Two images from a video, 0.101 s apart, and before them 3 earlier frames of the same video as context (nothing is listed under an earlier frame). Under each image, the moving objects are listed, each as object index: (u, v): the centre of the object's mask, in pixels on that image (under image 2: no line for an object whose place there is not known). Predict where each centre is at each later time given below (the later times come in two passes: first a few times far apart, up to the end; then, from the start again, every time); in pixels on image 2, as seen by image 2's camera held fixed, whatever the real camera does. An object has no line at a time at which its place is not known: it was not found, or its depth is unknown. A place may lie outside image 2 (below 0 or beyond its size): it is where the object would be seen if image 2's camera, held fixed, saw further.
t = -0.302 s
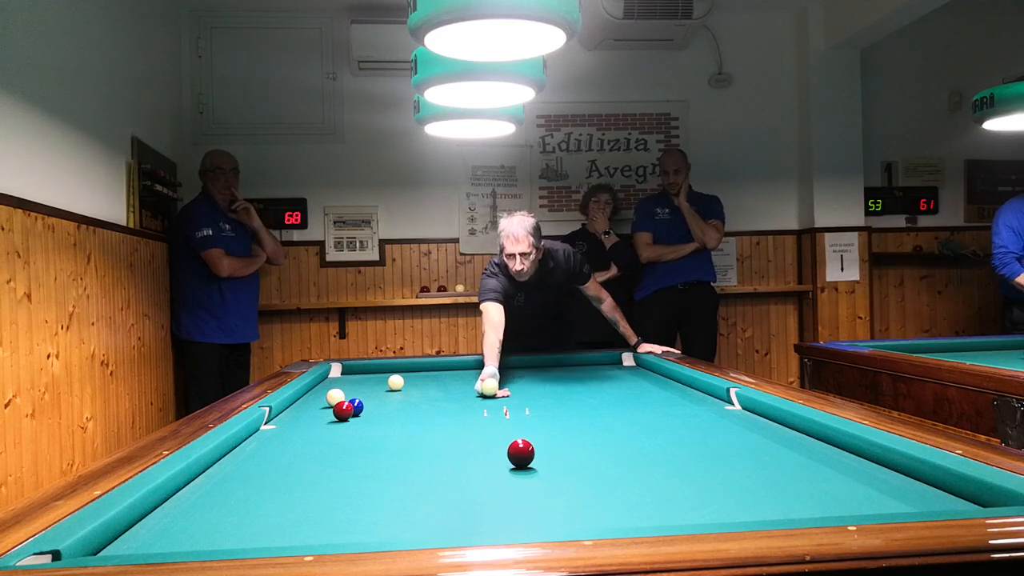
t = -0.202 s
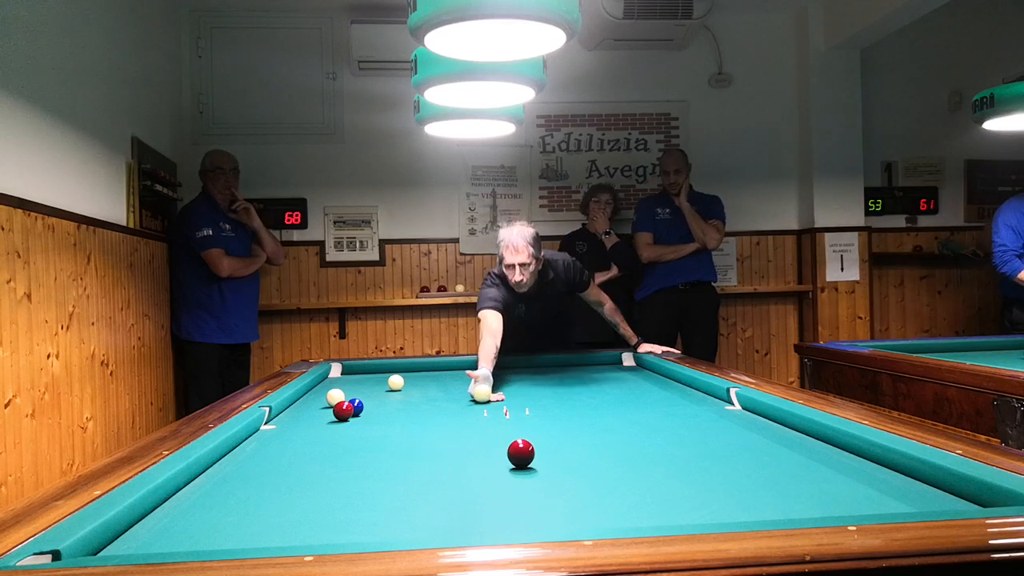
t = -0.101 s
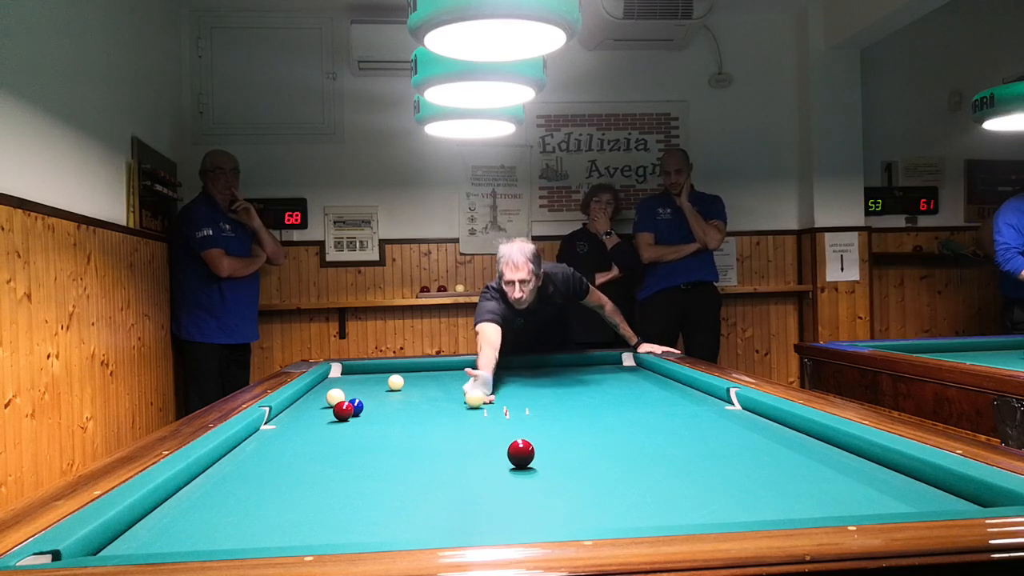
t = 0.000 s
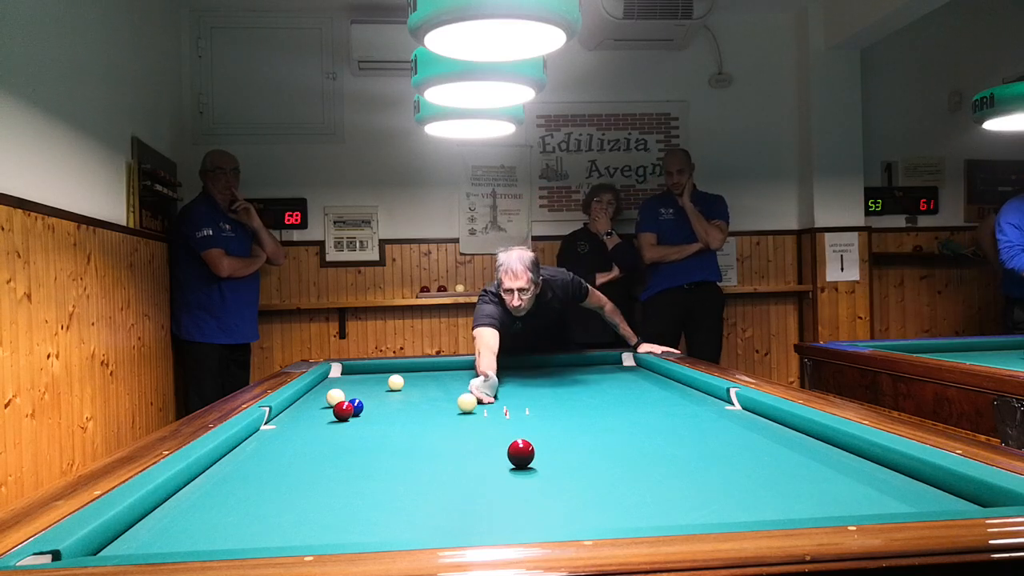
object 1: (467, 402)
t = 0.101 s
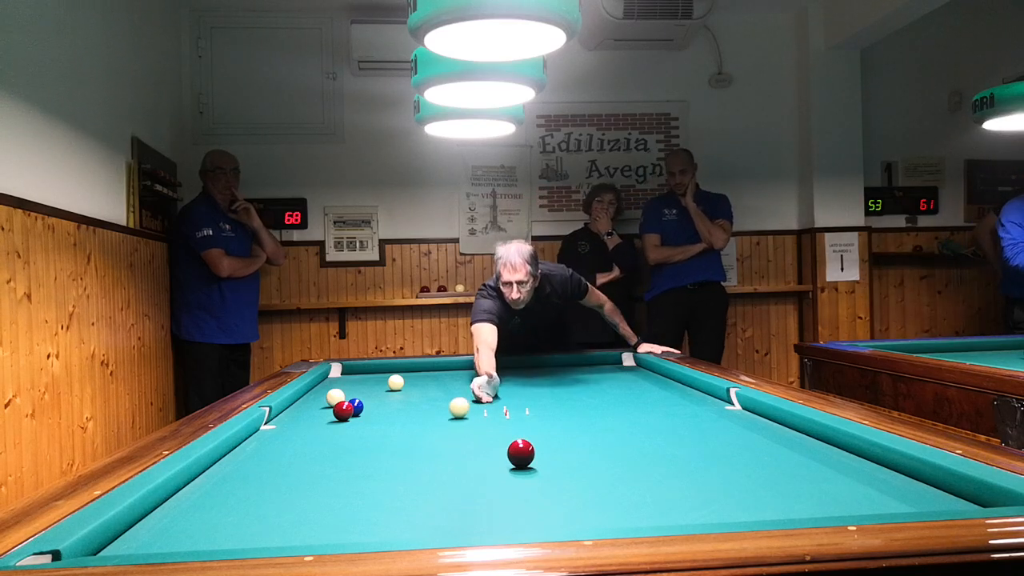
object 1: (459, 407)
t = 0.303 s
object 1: (441, 418)
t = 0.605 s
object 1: (409, 437)
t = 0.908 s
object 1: (366, 462)
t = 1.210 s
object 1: (309, 496)
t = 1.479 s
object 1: (240, 533)
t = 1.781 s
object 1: (195, 538)
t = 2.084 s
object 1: (194, 517)
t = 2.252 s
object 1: (194, 504)
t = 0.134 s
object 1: (456, 409)
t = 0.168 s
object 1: (453, 410)
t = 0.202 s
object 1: (450, 412)
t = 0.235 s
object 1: (447, 414)
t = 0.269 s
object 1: (444, 416)
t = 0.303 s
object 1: (441, 418)
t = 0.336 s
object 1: (438, 420)
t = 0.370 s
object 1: (435, 422)
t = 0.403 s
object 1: (431, 424)
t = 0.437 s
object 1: (428, 426)
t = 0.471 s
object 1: (424, 428)
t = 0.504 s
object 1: (420, 430)
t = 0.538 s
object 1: (416, 432)
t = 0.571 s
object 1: (412, 434)
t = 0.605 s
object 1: (409, 437)
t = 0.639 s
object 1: (404, 439)
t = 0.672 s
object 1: (400, 442)
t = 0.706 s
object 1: (396, 445)
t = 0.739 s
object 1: (391, 447)
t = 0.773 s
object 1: (386, 450)
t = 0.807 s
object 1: (381, 453)
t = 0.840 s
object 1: (376, 456)
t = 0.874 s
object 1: (371, 459)
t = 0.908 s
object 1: (366, 462)
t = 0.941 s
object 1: (360, 465)
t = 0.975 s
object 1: (355, 469)
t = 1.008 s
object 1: (349, 472)
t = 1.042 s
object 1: (343, 476)
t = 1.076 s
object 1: (336, 479)
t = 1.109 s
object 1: (330, 483)
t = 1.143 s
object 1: (324, 487)
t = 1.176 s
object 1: (316, 491)
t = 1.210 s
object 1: (309, 496)
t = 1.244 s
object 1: (302, 500)
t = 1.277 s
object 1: (294, 505)
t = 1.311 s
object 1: (286, 509)
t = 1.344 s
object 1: (277, 515)
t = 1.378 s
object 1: (268, 520)
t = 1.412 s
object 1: (259, 525)
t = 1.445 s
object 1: (250, 529)
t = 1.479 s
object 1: (240, 533)
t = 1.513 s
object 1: (230, 536)
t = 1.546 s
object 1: (220, 540)
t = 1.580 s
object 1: (208, 543)
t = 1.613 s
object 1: (196, 546)
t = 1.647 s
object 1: (193, 545)
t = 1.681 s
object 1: (194, 543)
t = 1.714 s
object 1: (195, 541)
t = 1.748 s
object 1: (195, 539)
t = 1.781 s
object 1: (195, 538)
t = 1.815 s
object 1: (195, 536)
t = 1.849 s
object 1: (194, 534)
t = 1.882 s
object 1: (194, 533)
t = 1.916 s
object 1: (194, 531)
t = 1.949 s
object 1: (194, 528)
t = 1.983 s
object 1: (194, 525)
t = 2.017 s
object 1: (194, 523)
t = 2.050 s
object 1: (194, 520)
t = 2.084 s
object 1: (194, 517)
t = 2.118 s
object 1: (194, 514)
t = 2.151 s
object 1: (194, 512)
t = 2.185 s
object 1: (194, 509)
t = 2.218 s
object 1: (194, 507)
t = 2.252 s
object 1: (194, 504)
